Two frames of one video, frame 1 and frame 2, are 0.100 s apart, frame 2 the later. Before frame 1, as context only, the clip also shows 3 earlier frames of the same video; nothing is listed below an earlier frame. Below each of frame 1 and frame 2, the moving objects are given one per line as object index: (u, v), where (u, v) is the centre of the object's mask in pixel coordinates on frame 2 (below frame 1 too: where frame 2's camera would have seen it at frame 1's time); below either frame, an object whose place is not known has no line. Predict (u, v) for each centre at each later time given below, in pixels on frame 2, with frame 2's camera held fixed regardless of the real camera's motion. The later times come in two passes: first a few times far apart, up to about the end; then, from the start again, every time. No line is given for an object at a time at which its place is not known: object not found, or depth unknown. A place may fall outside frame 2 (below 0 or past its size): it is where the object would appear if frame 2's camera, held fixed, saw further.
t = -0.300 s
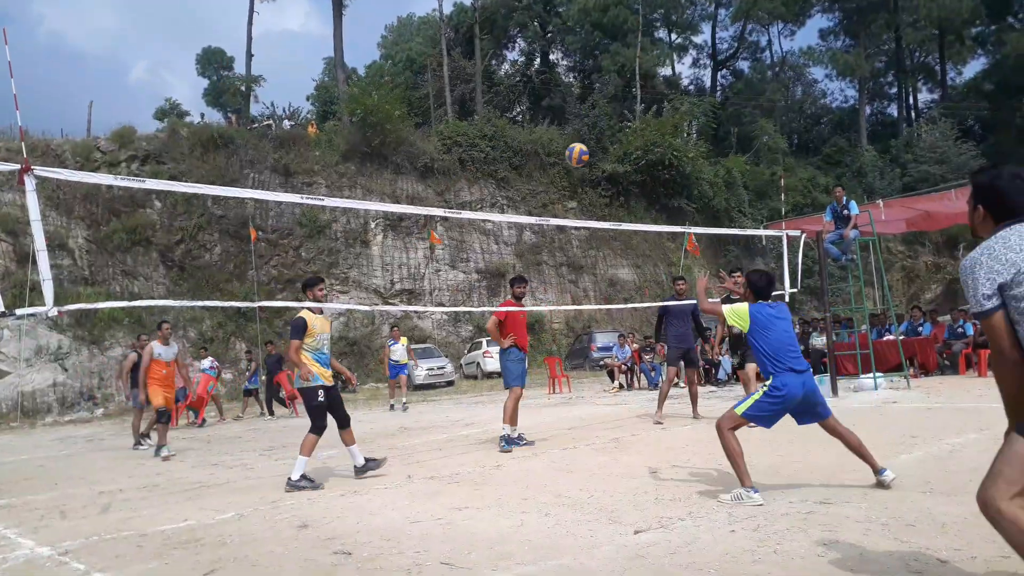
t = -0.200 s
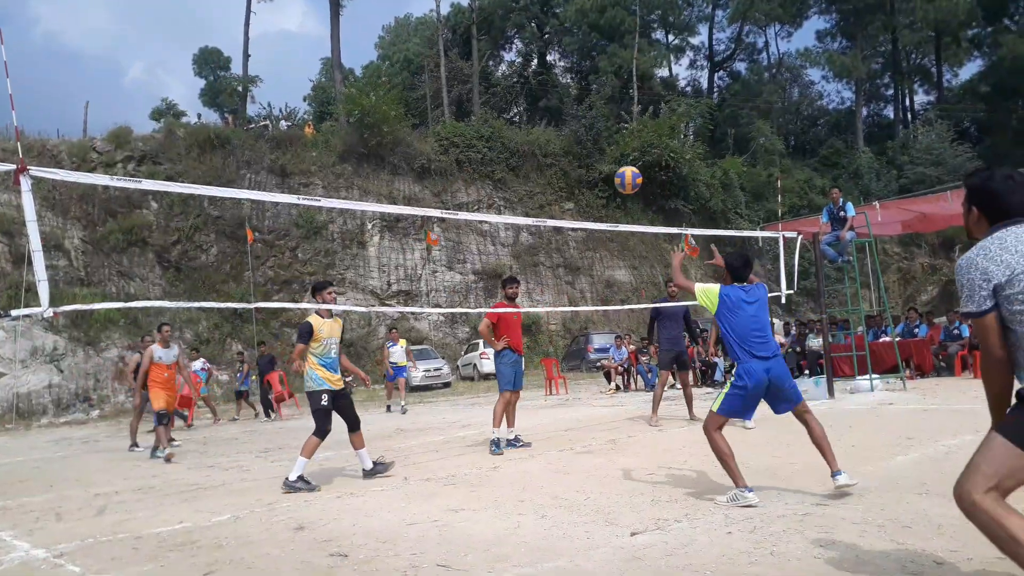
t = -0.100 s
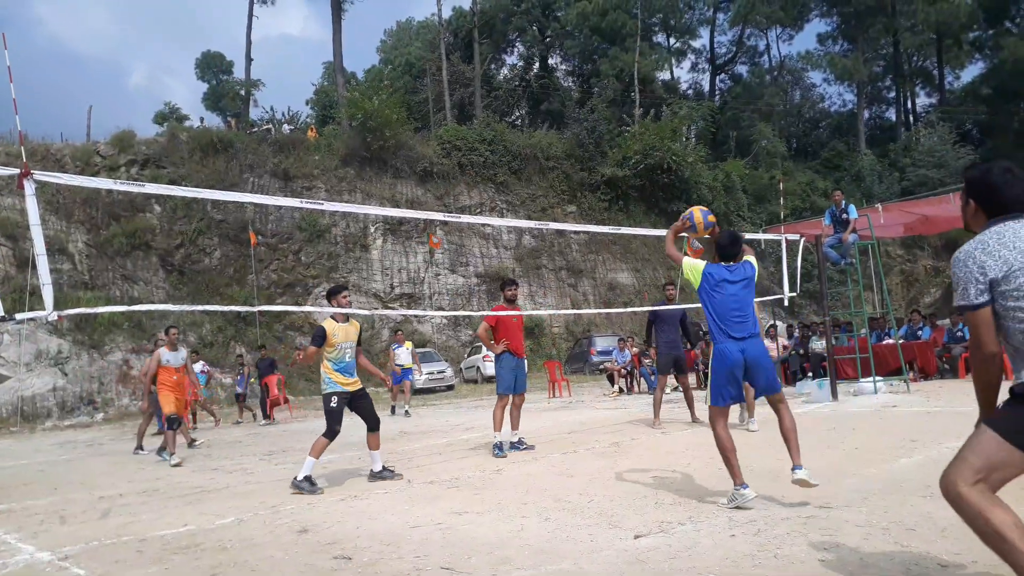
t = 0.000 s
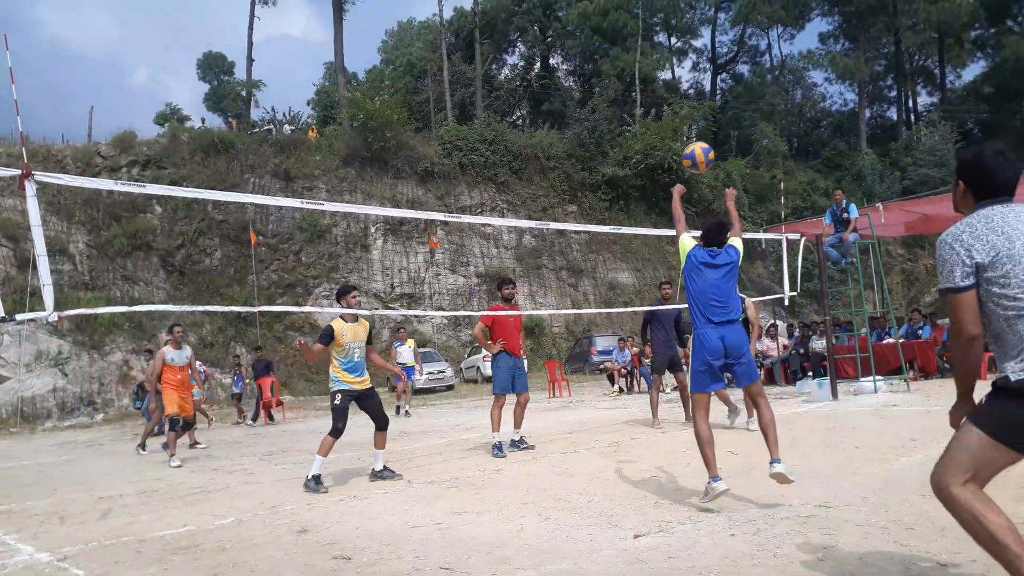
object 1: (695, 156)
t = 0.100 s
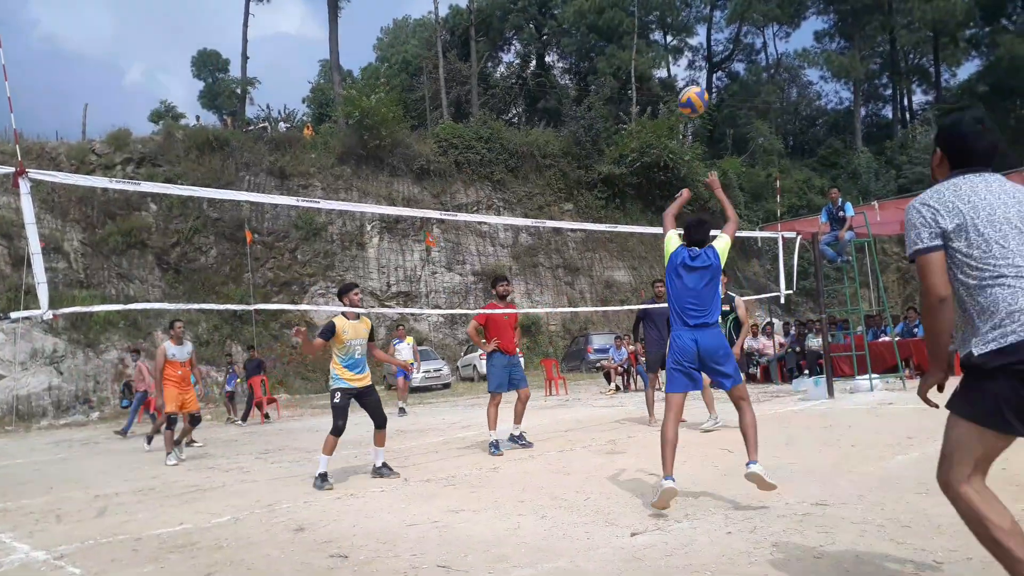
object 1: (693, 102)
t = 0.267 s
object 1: (694, 46)
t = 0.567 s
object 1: (702, 39)
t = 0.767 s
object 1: (711, 89)
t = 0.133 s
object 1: (693, 87)
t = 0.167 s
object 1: (693, 74)
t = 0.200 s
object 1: (693, 63)
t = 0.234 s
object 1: (694, 54)
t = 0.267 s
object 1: (694, 46)
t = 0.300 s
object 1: (695, 39)
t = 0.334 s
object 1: (695, 35)
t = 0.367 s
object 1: (695, 32)
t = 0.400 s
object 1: (696, 29)
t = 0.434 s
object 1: (697, 28)
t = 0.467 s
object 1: (698, 30)
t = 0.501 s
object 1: (699, 32)
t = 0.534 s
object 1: (700, 34)
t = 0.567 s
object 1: (702, 39)
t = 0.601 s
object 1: (703, 45)
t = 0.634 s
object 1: (705, 51)
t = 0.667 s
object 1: (706, 59)
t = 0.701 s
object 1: (708, 68)
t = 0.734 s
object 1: (709, 78)
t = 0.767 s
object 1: (711, 89)
